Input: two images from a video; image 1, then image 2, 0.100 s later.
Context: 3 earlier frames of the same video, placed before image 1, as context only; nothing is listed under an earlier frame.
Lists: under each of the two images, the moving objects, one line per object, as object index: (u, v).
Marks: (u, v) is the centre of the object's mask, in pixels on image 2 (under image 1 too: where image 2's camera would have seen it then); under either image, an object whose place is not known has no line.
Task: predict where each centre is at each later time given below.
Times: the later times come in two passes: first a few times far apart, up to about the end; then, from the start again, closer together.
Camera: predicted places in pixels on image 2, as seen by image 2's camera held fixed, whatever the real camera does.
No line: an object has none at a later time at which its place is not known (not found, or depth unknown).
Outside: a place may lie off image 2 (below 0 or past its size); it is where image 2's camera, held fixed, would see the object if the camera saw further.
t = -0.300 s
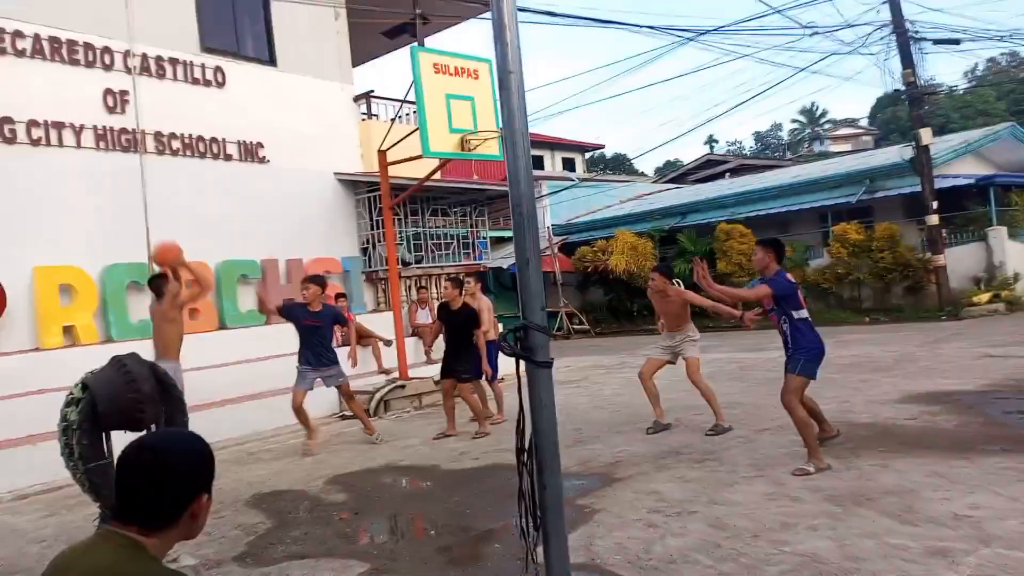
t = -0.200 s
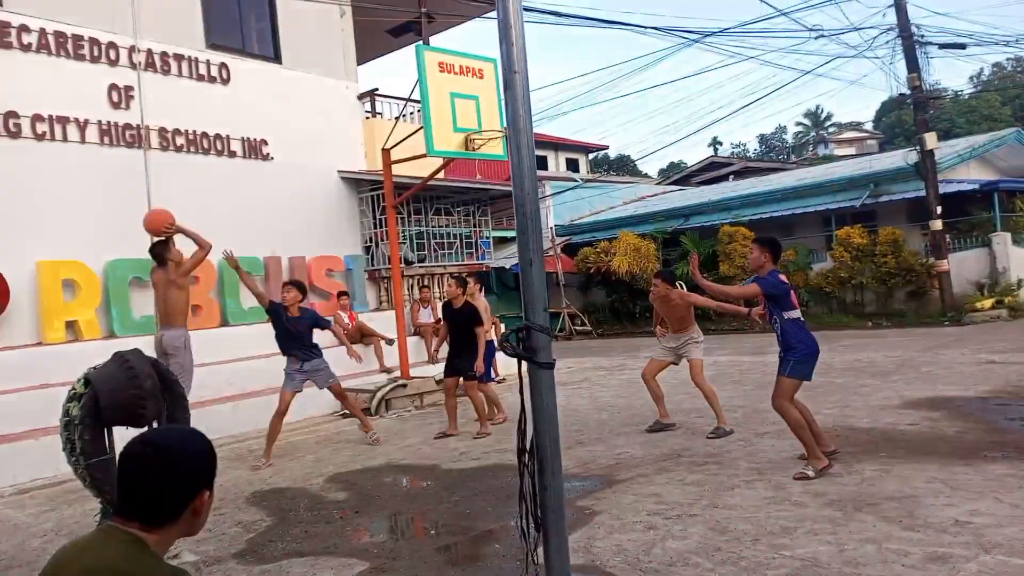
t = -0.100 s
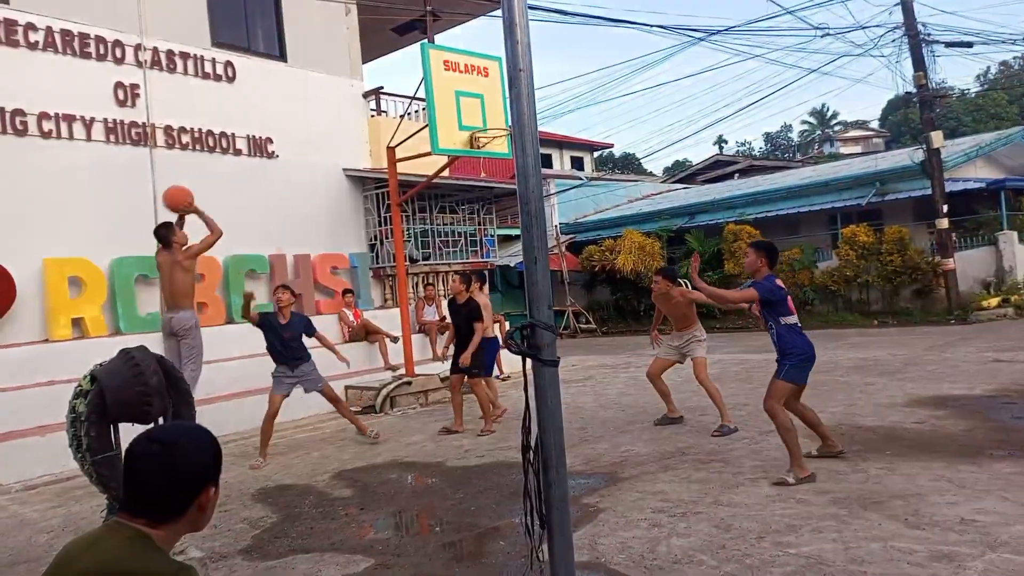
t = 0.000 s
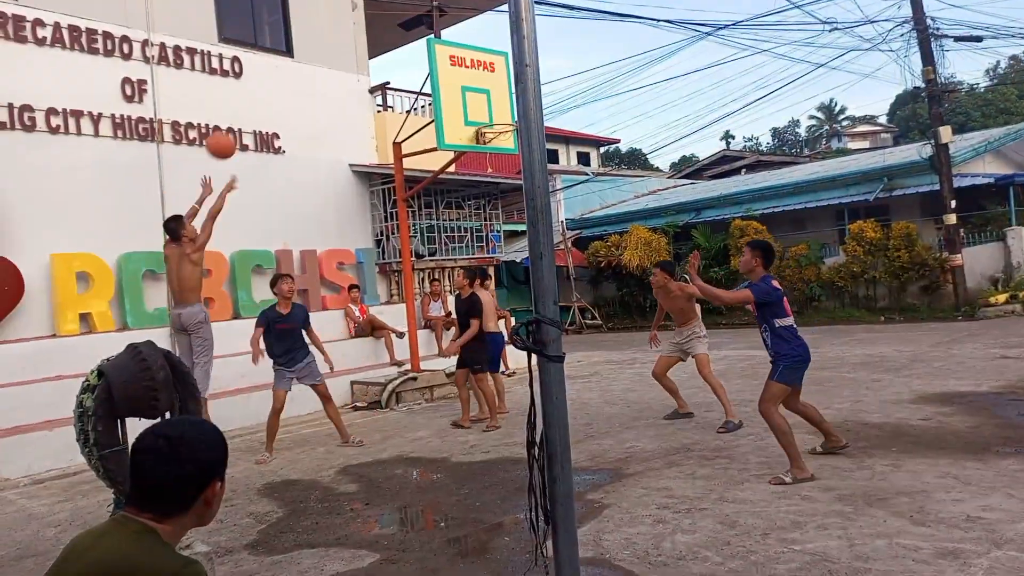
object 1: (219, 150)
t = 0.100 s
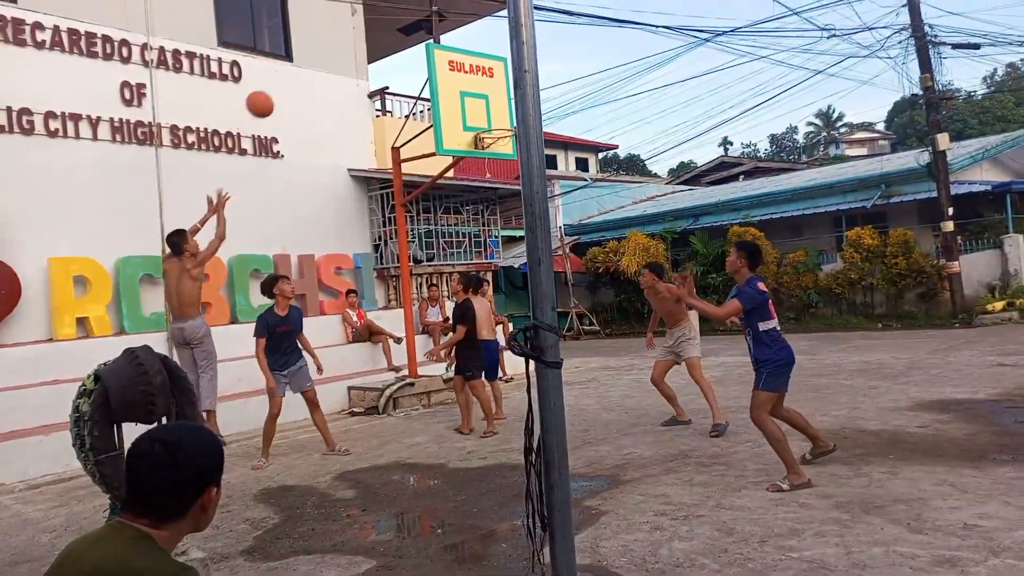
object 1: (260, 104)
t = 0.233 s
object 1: (312, 66)
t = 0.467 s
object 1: (392, 49)
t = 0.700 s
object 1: (464, 85)
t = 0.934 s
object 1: (504, 148)
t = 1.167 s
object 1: (498, 212)
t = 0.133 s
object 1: (273, 92)
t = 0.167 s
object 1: (286, 82)
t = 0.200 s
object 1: (299, 73)
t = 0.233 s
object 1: (312, 66)
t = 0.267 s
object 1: (324, 60)
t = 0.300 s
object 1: (336, 55)
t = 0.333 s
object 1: (348, 52)
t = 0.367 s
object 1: (360, 49)
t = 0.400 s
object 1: (371, 48)
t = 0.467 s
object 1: (392, 49)
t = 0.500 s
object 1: (403, 51)
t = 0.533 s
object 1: (414, 54)
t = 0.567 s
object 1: (425, 59)
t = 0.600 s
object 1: (435, 64)
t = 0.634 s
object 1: (445, 71)
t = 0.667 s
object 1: (455, 78)
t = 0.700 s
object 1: (464, 85)
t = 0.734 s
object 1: (474, 94)
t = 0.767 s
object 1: (484, 104)
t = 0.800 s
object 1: (493, 115)
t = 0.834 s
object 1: (503, 126)
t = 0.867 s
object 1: (506, 134)
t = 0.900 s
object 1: (505, 141)
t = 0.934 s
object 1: (504, 148)
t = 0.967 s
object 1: (502, 154)
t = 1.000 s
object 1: (502, 162)
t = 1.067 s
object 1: (500, 179)
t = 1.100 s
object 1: (499, 189)
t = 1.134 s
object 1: (499, 200)
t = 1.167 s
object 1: (498, 212)
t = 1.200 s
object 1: (497, 225)
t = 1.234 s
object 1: (497, 238)
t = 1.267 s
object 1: (497, 253)
